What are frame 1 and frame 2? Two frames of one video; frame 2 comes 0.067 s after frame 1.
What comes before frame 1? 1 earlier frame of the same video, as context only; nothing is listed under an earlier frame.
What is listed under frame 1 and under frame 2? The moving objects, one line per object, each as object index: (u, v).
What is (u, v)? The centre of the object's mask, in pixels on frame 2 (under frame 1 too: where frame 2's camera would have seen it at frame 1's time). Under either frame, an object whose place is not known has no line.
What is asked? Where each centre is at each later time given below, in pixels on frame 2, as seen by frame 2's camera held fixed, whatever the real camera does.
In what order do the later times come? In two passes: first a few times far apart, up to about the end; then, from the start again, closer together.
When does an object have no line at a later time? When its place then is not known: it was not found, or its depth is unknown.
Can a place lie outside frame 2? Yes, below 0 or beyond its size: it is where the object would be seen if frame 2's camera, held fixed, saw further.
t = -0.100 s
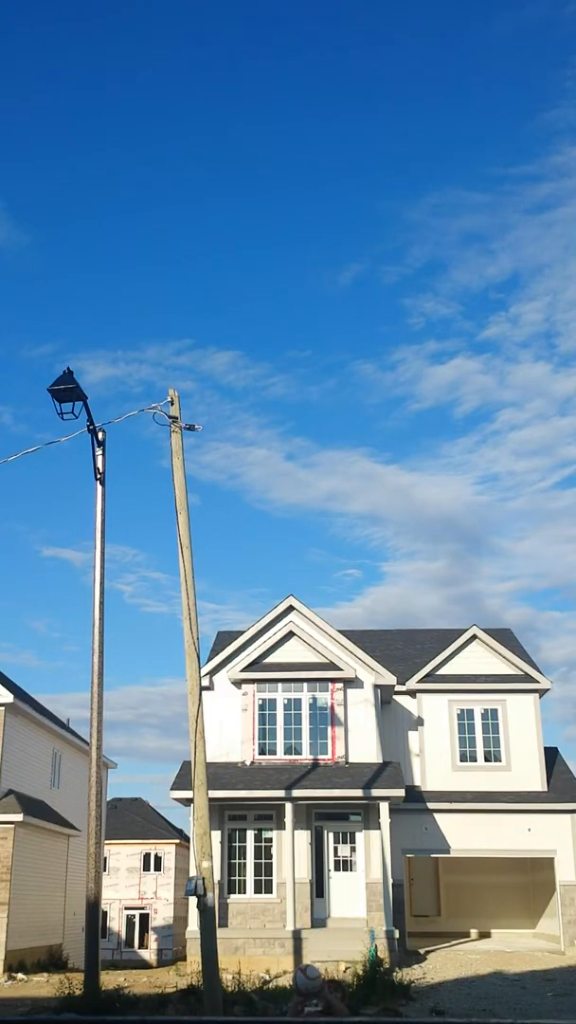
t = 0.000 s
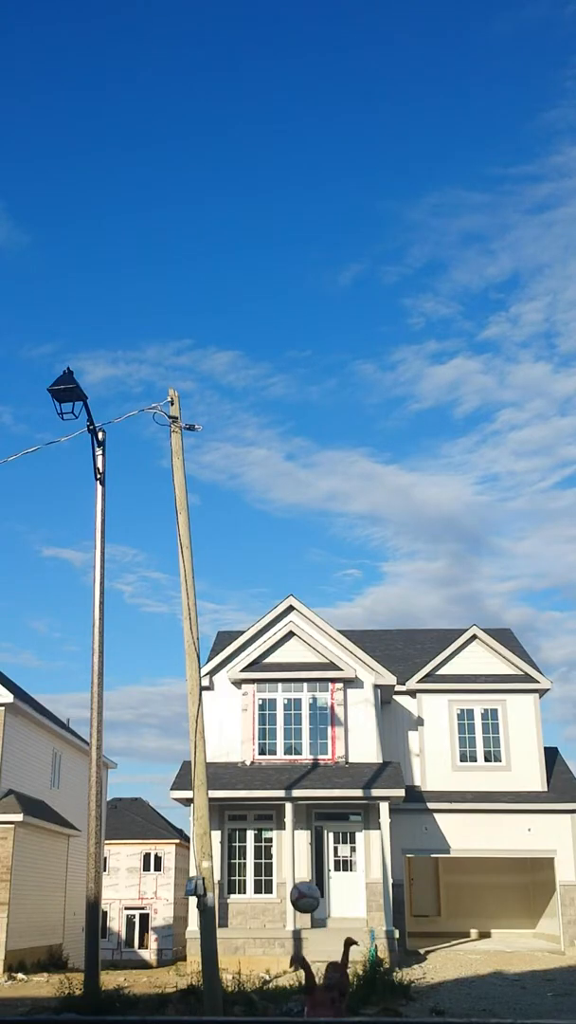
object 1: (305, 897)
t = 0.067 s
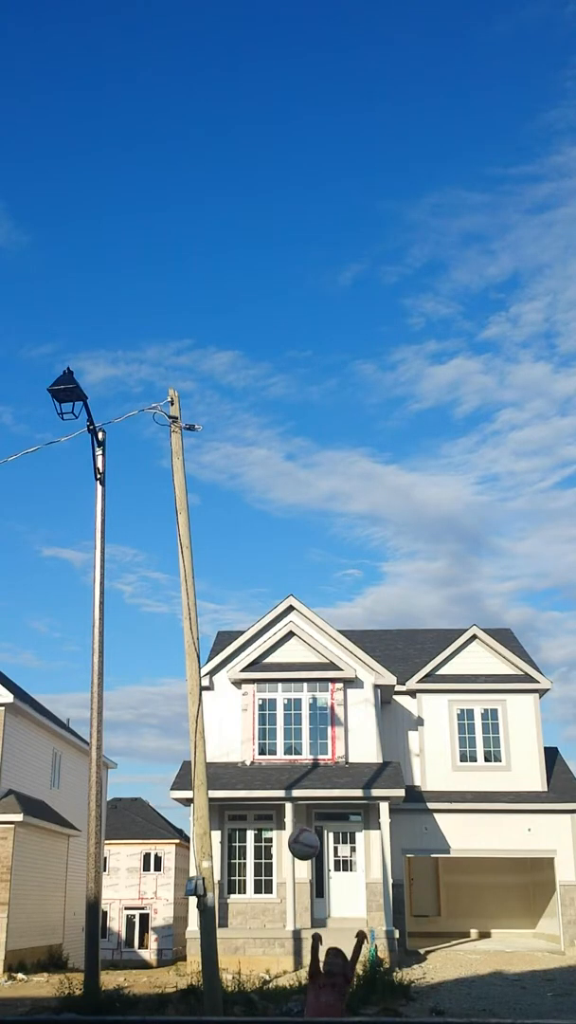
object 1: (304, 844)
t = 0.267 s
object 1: (297, 719)
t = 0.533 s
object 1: (287, 637)
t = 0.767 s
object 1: (274, 676)
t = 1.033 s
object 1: (249, 991)
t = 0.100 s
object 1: (303, 819)
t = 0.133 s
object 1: (302, 796)
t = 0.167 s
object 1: (301, 775)
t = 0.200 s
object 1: (300, 755)
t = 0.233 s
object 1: (298, 736)
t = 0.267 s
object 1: (297, 719)
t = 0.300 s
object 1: (296, 703)
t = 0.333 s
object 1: (295, 689)
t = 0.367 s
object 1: (294, 676)
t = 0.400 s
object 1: (293, 665)
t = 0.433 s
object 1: (291, 654)
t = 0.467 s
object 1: (290, 647)
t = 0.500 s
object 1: (289, 641)
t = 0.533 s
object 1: (287, 637)
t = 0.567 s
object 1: (286, 635)
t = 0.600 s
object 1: (284, 635)
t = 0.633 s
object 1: (282, 637)
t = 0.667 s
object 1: (280, 642)
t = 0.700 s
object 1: (278, 650)
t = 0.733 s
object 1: (276, 662)
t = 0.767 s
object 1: (274, 676)
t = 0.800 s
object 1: (271, 695)
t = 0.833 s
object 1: (268, 719)
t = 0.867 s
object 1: (266, 747)
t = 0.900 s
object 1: (263, 780)
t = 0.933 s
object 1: (259, 820)
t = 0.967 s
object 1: (256, 868)
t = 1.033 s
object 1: (249, 991)
